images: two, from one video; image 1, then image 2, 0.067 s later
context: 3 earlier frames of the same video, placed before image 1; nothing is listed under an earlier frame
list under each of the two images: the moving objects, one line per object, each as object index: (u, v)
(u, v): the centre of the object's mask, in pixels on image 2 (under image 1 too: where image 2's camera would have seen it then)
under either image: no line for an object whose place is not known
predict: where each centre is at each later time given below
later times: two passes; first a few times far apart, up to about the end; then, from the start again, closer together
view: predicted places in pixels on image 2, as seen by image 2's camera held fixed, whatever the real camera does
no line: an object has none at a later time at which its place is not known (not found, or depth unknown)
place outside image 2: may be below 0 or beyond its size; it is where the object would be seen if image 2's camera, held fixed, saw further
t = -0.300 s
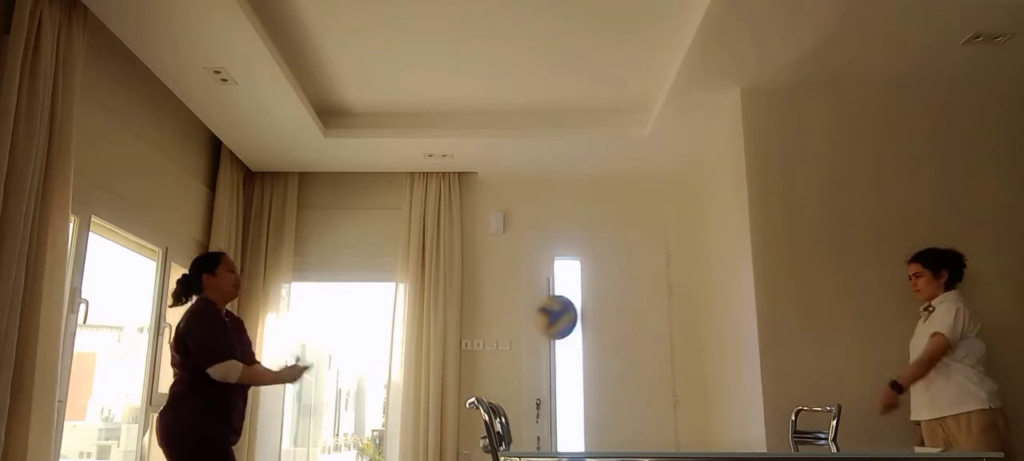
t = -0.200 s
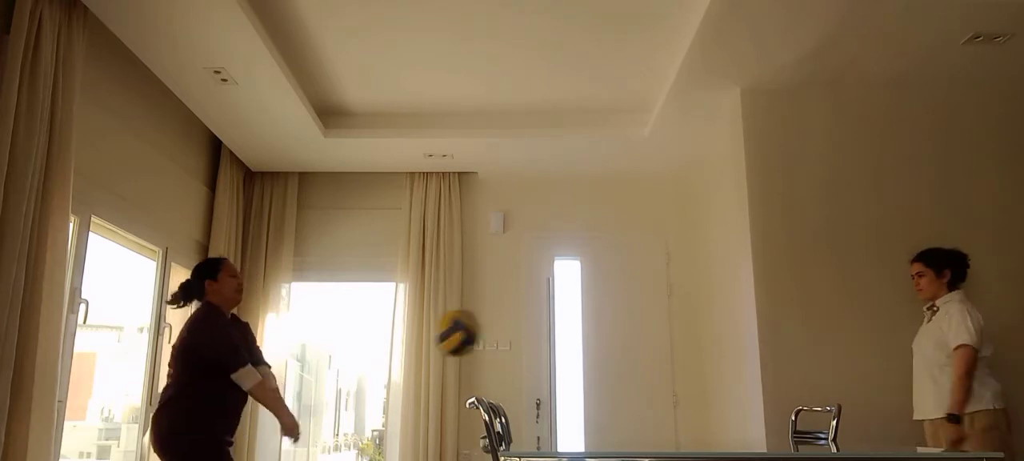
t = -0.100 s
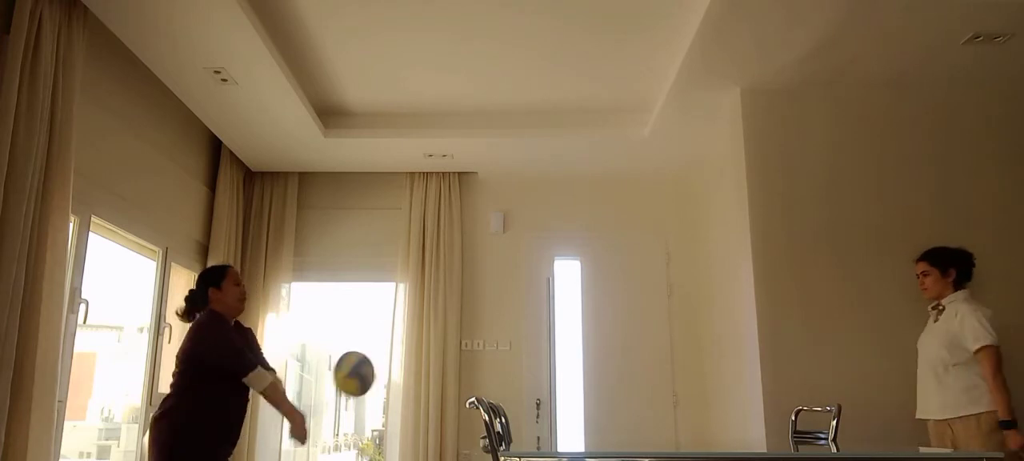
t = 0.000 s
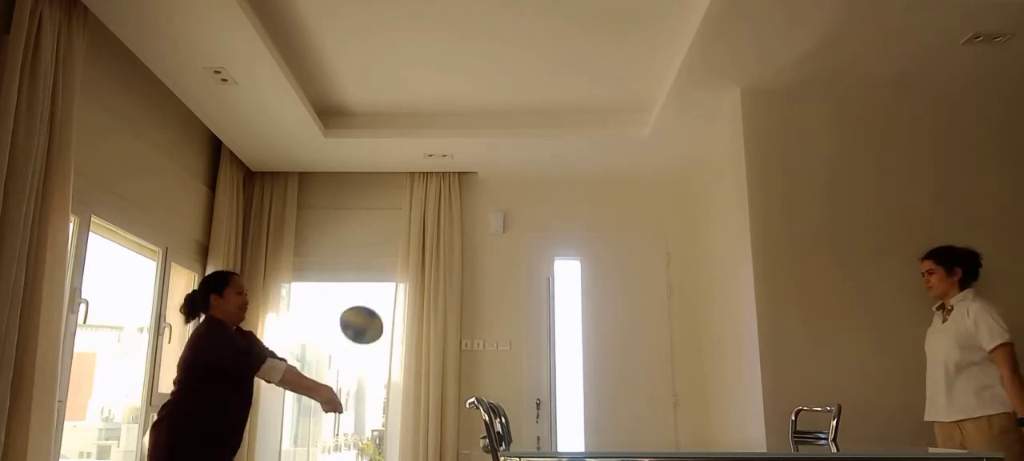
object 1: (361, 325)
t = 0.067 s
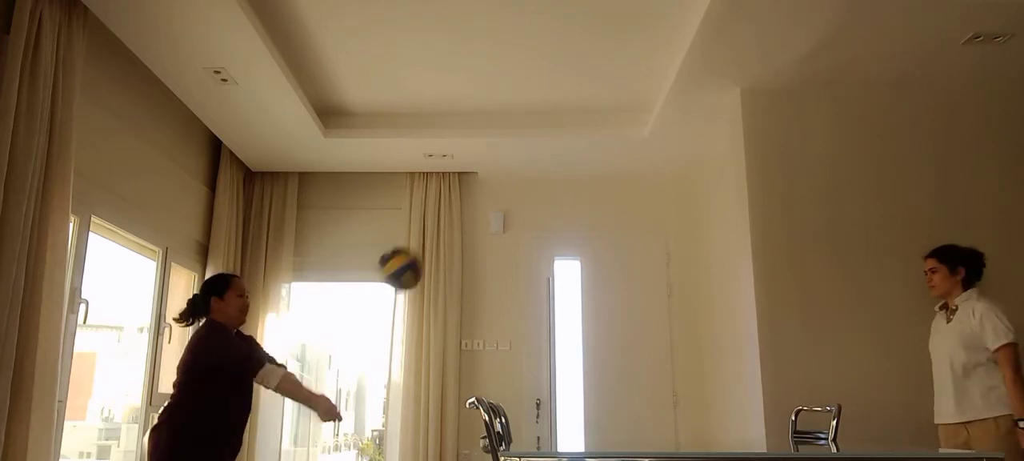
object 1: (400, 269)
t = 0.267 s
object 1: (513, 156)
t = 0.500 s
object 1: (647, 120)
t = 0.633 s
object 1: (733, 152)
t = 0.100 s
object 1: (420, 244)
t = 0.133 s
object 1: (439, 222)
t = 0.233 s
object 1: (494, 169)
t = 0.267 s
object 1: (513, 156)
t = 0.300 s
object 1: (531, 144)
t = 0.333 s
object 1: (550, 135)
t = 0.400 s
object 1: (588, 122)
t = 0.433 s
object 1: (607, 120)
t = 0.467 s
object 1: (626, 119)
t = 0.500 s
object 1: (647, 120)
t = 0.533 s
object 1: (668, 125)
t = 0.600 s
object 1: (710, 140)
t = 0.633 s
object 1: (733, 152)
